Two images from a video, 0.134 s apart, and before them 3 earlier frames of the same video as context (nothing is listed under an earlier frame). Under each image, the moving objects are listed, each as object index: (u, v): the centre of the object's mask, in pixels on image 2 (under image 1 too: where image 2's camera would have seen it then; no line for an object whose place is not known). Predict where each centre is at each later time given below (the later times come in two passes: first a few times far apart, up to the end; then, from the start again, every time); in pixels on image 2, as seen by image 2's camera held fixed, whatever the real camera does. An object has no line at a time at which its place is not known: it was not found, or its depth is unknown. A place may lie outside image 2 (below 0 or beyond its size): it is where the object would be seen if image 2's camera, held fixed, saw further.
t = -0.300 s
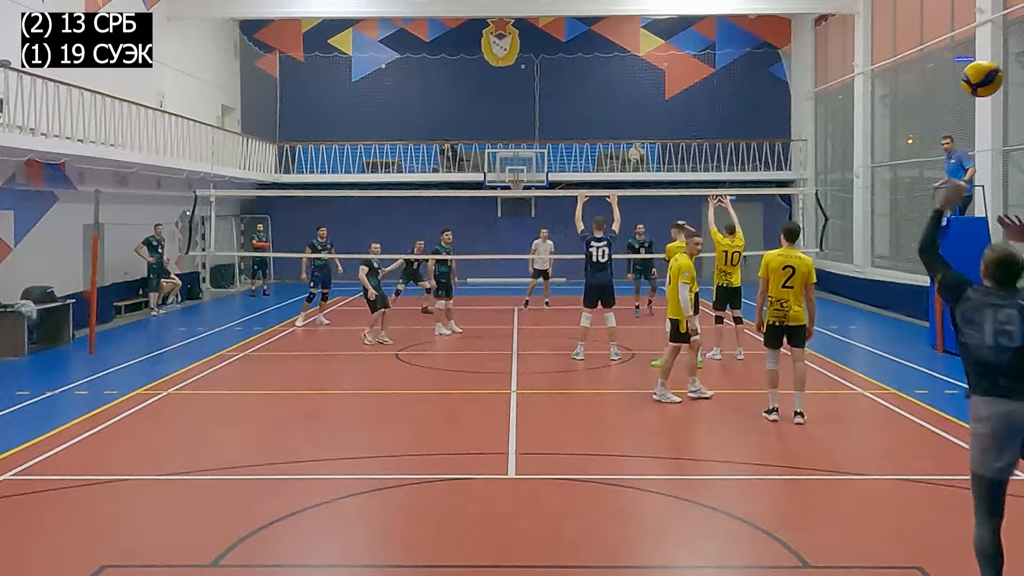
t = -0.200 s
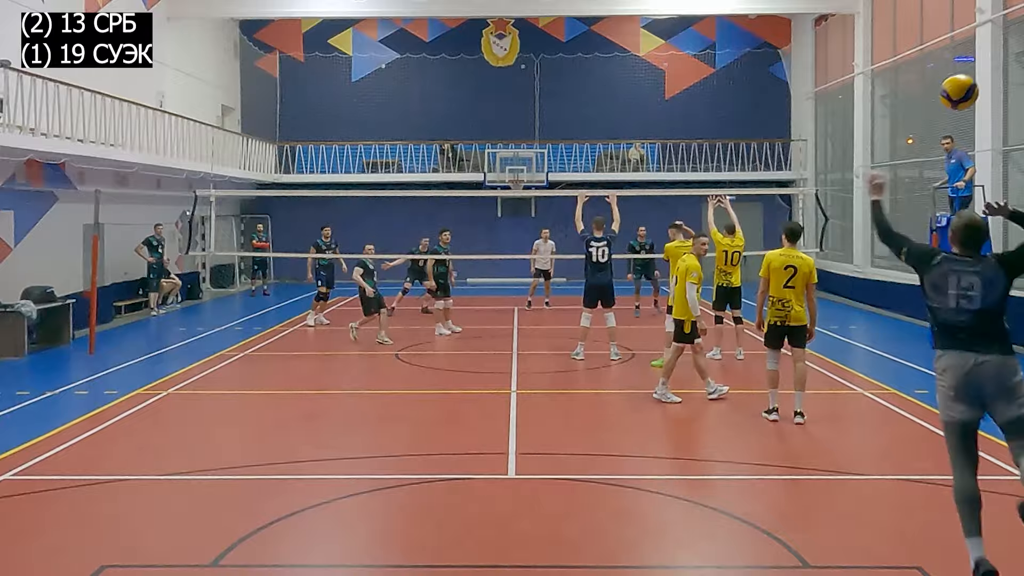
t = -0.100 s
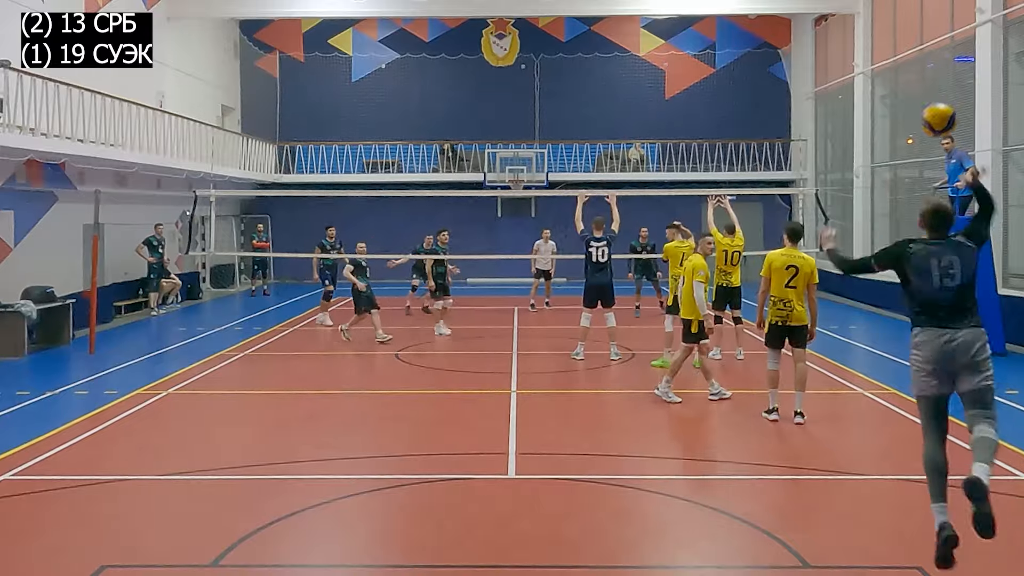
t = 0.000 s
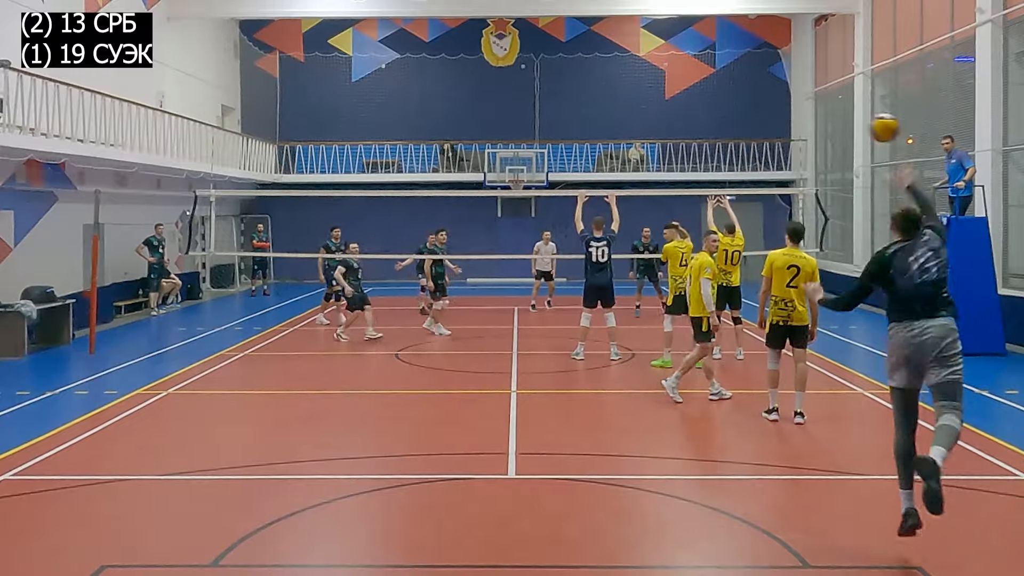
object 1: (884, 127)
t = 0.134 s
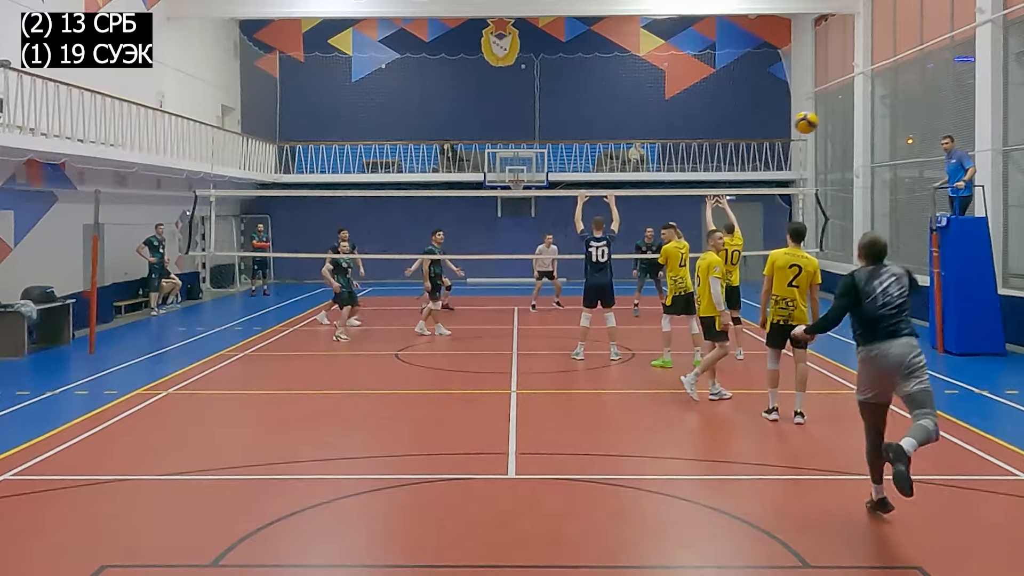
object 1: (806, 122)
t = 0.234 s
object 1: (768, 130)
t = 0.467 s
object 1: (714, 169)
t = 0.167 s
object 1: (790, 125)
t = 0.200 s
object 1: (779, 127)
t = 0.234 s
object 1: (768, 130)
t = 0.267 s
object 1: (758, 134)
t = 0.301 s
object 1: (749, 140)
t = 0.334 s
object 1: (741, 145)
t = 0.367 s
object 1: (733, 151)
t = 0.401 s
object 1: (726, 157)
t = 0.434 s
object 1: (719, 163)
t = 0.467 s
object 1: (714, 169)
